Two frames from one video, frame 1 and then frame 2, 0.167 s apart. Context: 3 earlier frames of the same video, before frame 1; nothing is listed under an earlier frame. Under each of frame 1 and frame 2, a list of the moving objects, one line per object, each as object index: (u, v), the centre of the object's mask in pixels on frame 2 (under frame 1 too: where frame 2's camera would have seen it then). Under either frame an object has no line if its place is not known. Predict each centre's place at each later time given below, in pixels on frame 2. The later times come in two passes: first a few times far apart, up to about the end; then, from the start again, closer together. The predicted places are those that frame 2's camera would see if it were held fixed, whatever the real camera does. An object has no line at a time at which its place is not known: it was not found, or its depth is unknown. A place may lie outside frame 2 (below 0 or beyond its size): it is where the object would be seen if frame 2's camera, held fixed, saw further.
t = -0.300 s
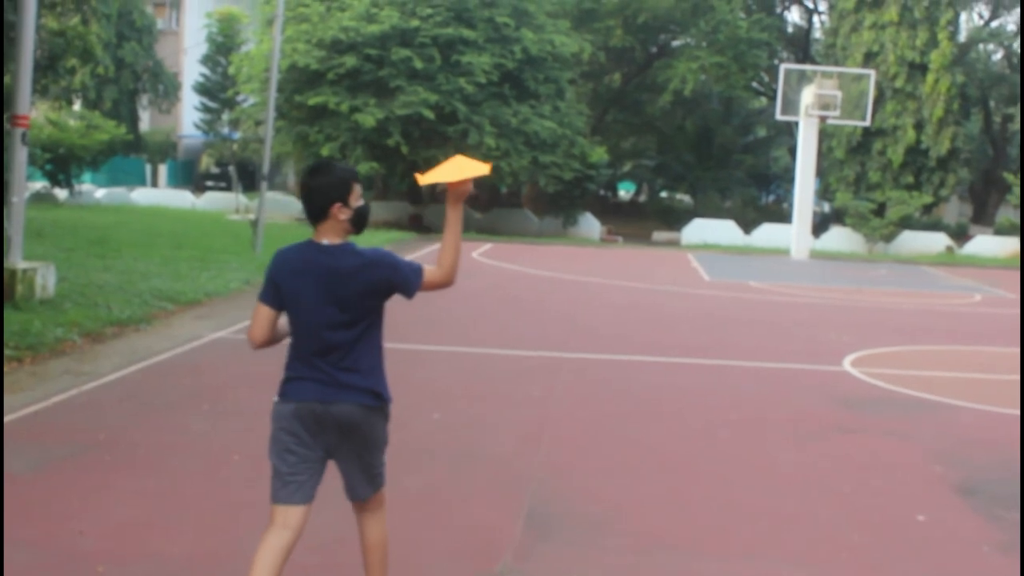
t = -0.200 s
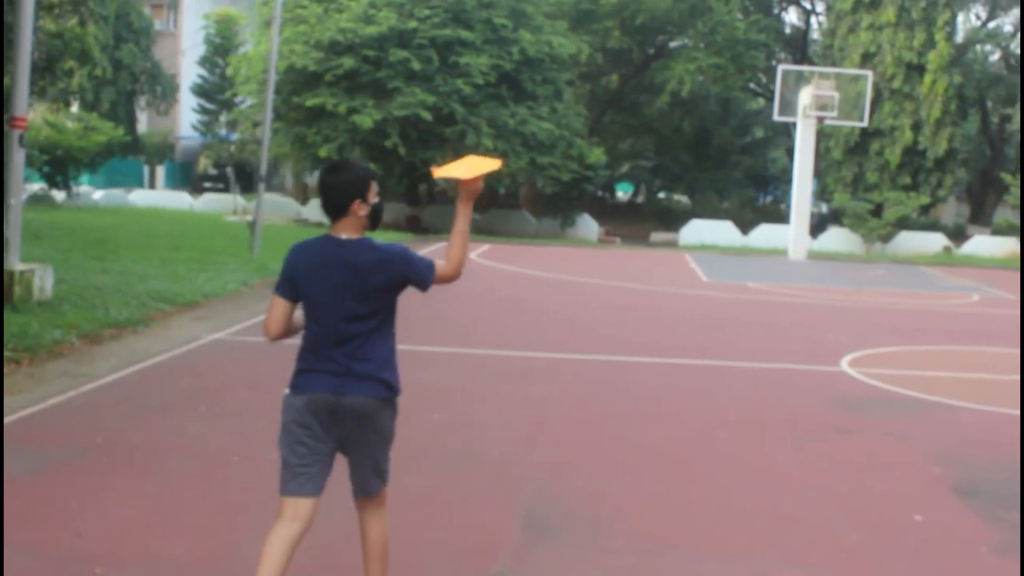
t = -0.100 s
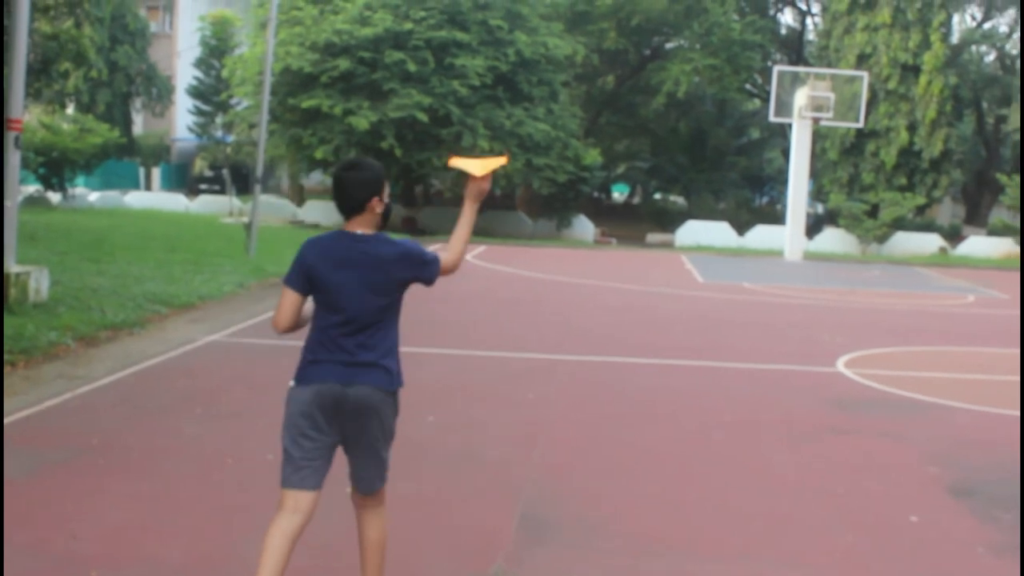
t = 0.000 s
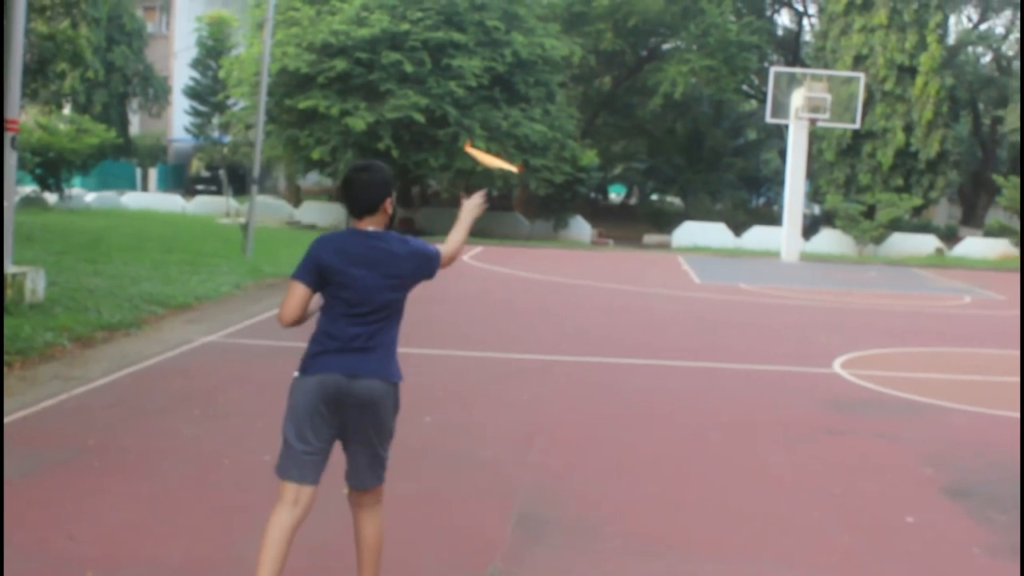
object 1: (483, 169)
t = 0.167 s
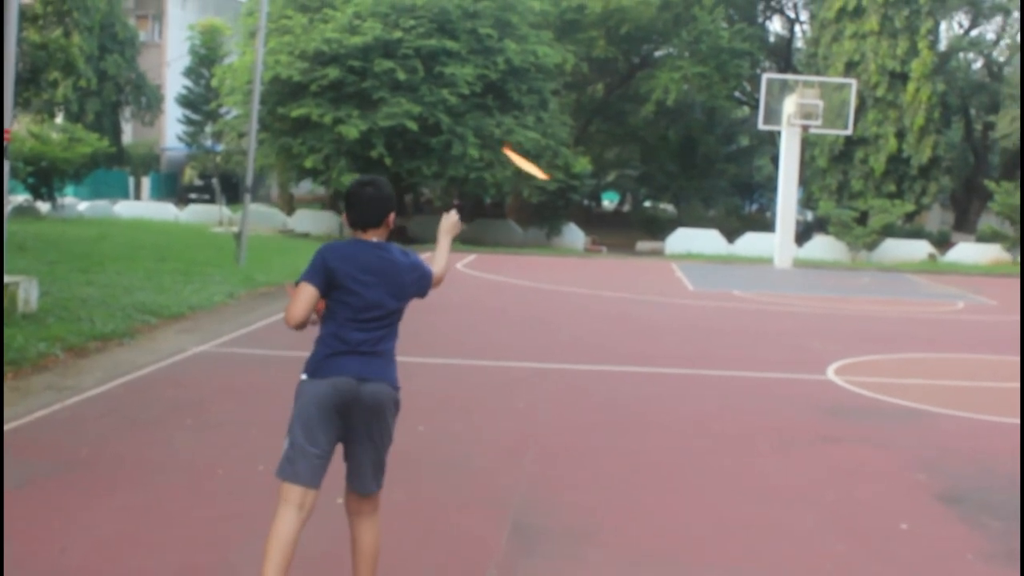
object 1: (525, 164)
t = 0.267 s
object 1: (557, 167)
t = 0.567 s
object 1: (646, 176)
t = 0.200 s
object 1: (535, 165)
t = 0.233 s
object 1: (546, 166)
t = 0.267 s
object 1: (557, 167)
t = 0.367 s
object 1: (590, 172)
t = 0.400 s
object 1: (601, 173)
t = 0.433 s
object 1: (610, 174)
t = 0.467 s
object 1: (620, 174)
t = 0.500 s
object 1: (630, 175)
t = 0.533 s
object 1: (637, 176)
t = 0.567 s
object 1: (646, 176)
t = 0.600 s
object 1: (652, 177)
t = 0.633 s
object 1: (658, 177)
